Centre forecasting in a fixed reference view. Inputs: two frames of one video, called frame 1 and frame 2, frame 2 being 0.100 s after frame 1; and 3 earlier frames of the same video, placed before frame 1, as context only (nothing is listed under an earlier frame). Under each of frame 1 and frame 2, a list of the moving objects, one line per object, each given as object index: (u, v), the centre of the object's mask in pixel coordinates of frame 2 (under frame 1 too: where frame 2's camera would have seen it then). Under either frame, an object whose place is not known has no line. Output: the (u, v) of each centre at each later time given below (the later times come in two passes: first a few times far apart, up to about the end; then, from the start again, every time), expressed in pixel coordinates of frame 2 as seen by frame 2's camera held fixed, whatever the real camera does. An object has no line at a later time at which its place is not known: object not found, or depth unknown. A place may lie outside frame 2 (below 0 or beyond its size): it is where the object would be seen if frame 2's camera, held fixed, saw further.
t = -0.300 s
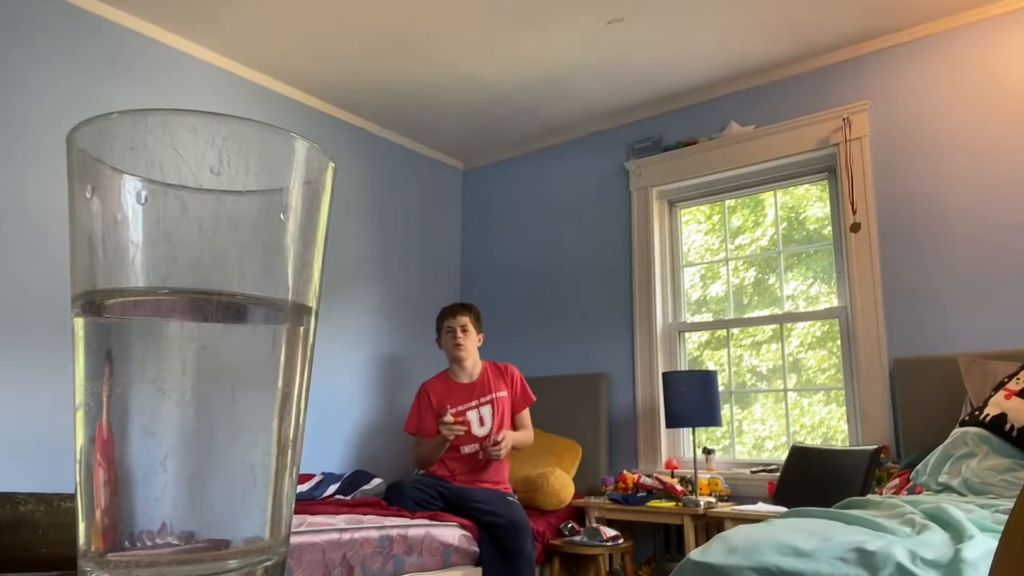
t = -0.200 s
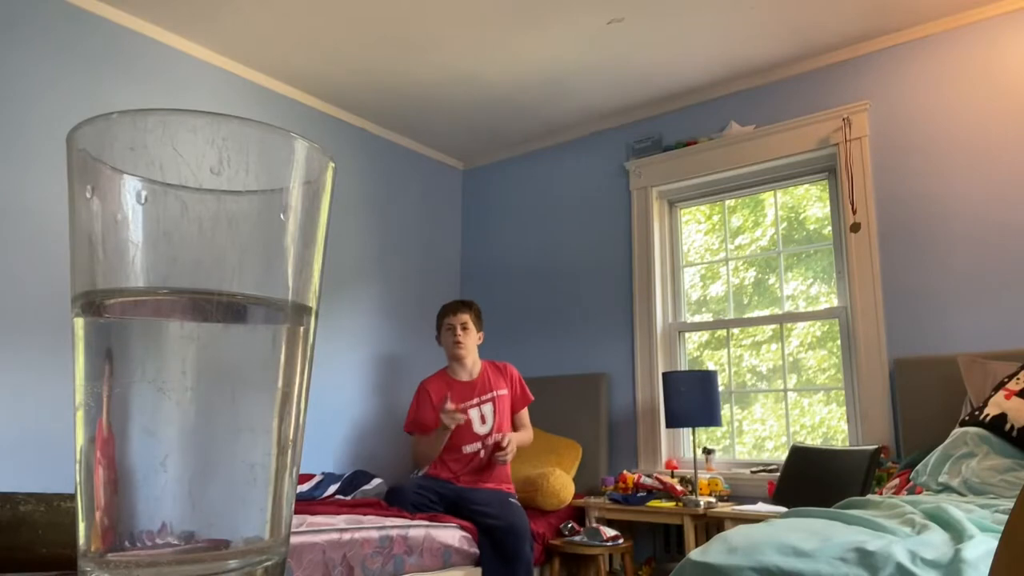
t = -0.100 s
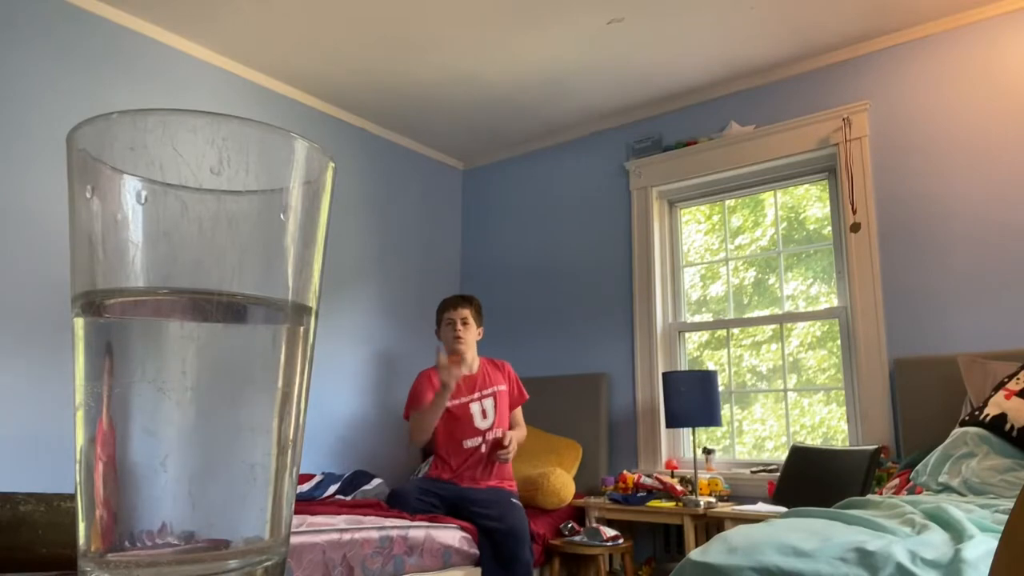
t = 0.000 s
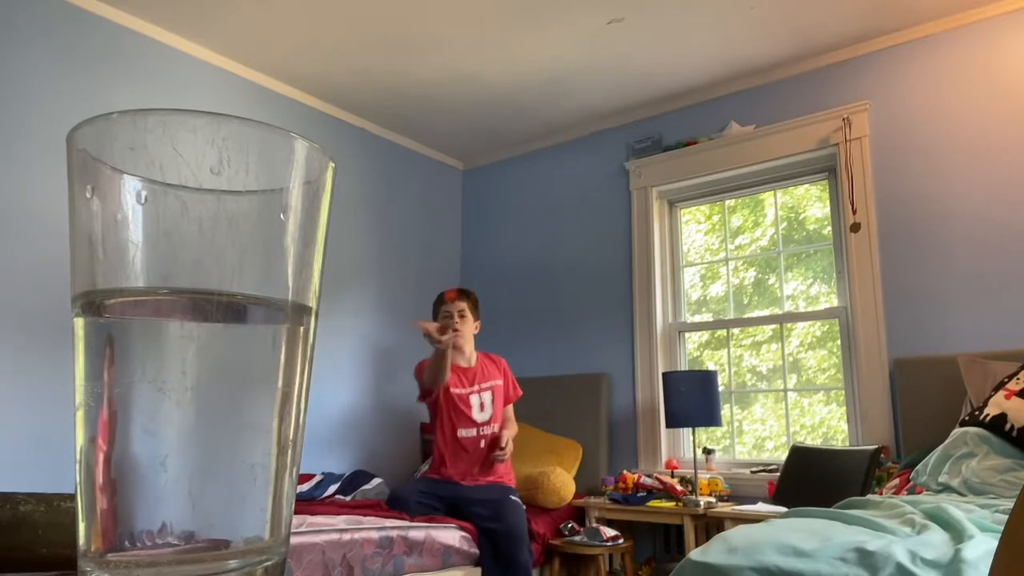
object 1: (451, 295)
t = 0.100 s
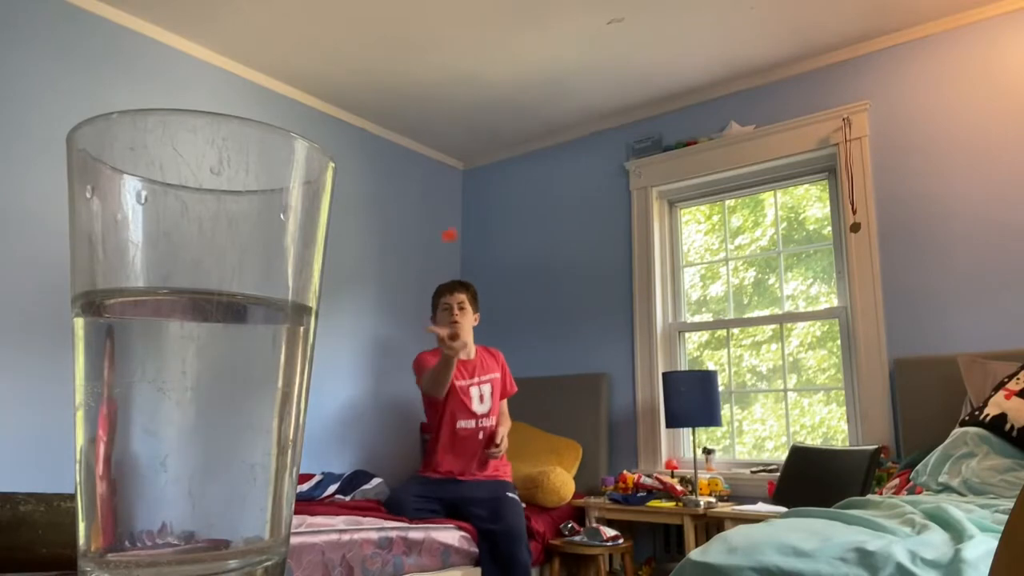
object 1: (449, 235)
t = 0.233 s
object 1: (439, 167)
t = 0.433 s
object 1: (317, 111)
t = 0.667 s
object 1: (234, 296)
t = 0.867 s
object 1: (246, 309)
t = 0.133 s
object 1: (448, 217)
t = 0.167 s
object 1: (446, 199)
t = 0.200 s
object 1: (443, 182)
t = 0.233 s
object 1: (439, 167)
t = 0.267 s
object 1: (432, 152)
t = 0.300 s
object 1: (424, 139)
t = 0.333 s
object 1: (411, 128)
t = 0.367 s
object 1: (392, 118)
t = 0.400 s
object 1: (363, 112)
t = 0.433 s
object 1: (317, 111)
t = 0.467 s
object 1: (235, 117)
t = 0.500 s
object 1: (228, 156)
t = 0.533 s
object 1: (246, 197)
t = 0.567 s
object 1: (174, 220)
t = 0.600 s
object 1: (122, 224)
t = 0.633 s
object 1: (194, 255)
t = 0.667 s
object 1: (234, 296)
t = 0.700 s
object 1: (248, 305)
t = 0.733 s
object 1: (246, 307)
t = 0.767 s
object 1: (242, 304)
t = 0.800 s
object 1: (244, 303)
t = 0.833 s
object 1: (243, 306)
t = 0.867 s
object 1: (246, 309)
